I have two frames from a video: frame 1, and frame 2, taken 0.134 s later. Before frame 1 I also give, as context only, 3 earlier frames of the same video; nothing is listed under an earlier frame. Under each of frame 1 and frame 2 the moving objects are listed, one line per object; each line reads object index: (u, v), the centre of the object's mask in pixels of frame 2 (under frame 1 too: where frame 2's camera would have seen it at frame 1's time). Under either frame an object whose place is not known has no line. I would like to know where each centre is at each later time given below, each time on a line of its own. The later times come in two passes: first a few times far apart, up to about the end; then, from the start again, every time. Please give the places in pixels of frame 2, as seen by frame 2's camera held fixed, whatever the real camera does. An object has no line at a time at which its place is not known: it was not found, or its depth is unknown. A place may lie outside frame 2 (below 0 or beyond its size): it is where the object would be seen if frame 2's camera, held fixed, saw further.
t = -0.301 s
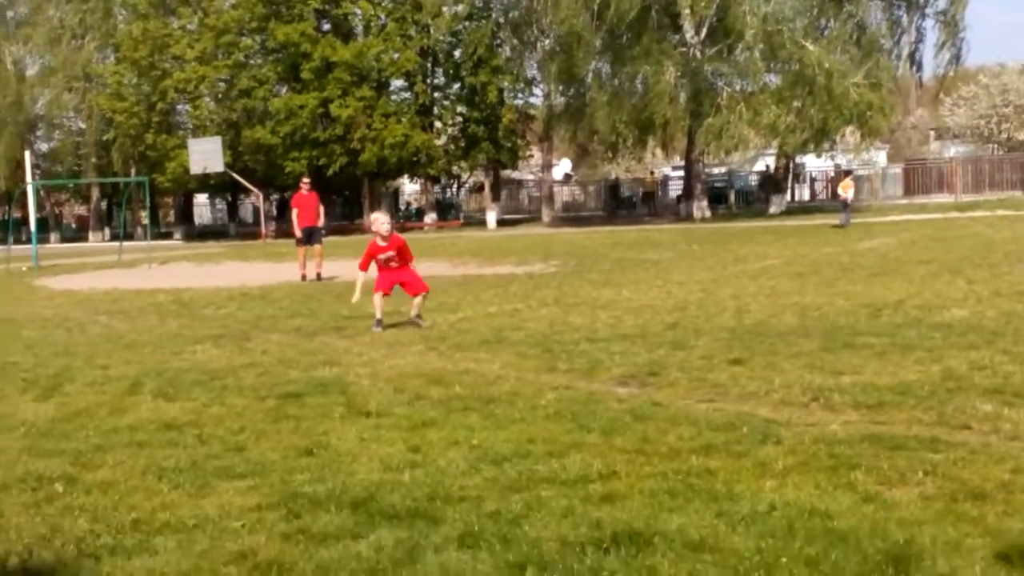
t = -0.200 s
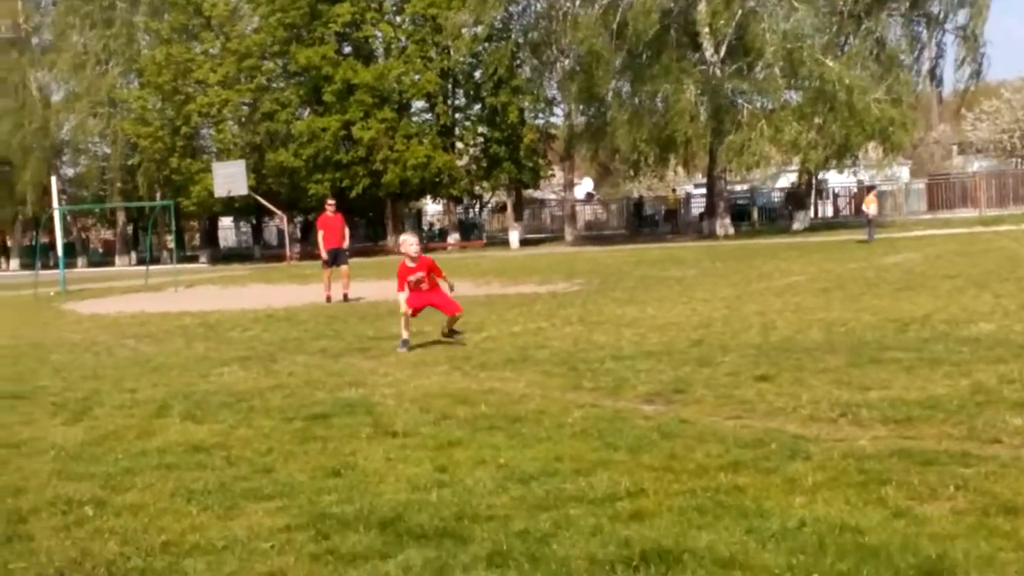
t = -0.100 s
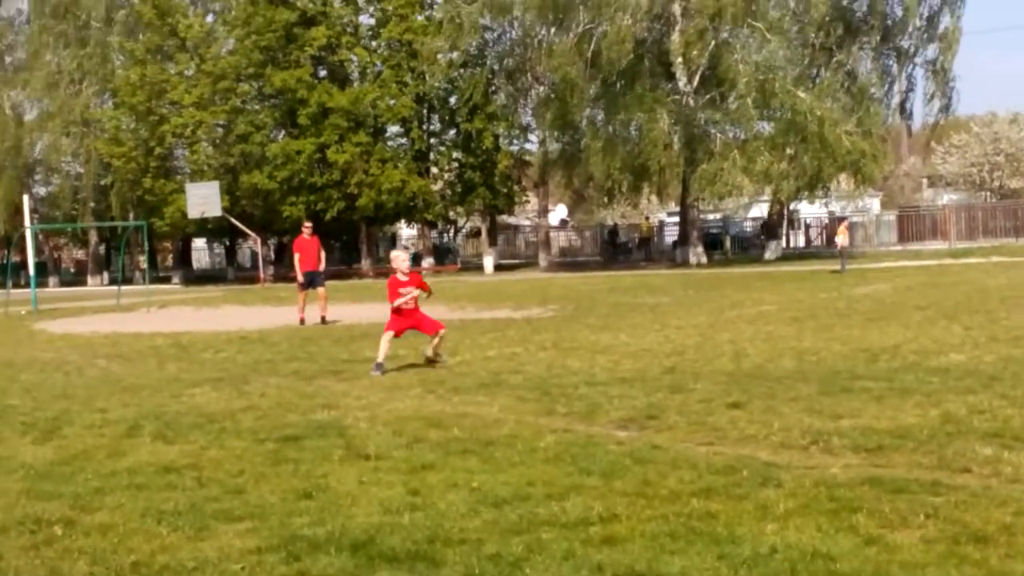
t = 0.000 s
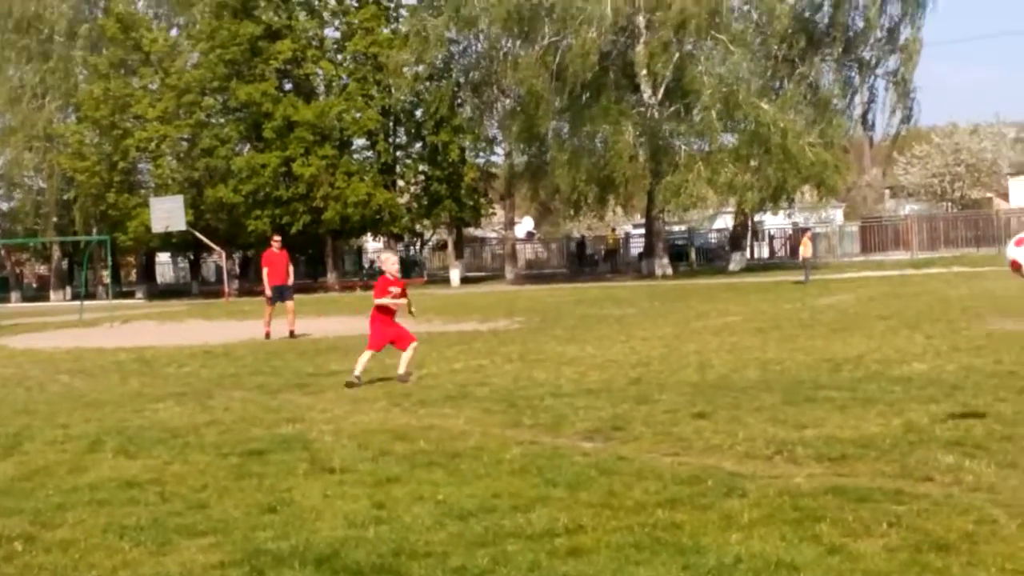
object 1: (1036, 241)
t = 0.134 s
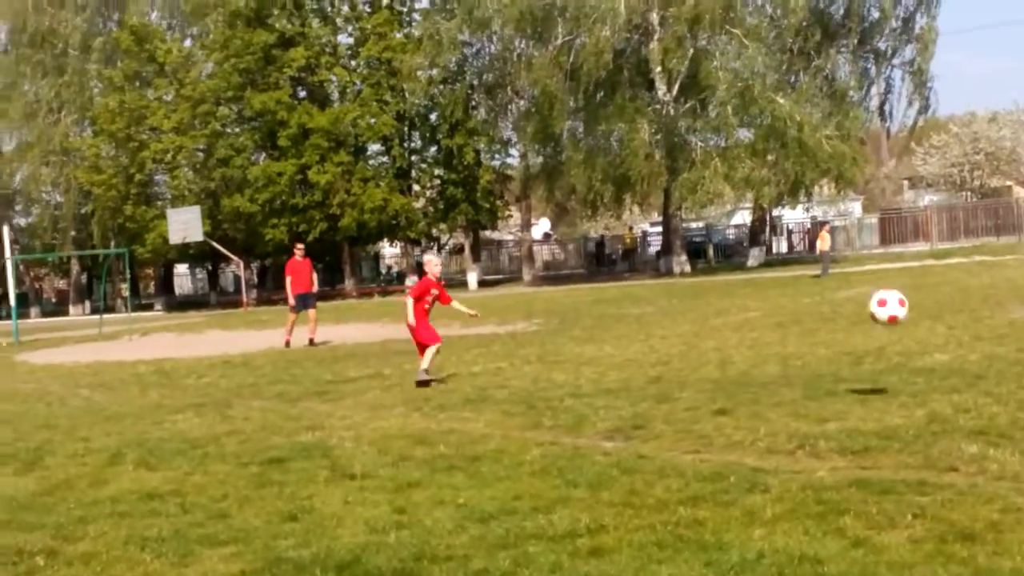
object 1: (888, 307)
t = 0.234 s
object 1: (805, 352)
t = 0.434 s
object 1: (716, 316)
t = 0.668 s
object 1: (651, 305)
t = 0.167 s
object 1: (858, 322)
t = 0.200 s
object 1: (830, 337)
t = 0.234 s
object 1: (805, 352)
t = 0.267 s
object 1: (783, 368)
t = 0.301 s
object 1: (765, 361)
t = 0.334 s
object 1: (752, 346)
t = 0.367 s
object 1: (739, 334)
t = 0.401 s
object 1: (727, 324)
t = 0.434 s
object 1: (716, 316)
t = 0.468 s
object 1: (706, 310)
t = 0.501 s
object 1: (696, 306)
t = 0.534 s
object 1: (686, 303)
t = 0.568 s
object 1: (676, 302)
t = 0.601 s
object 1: (667, 301)
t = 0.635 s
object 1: (659, 303)
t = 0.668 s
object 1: (651, 305)
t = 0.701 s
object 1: (644, 309)
